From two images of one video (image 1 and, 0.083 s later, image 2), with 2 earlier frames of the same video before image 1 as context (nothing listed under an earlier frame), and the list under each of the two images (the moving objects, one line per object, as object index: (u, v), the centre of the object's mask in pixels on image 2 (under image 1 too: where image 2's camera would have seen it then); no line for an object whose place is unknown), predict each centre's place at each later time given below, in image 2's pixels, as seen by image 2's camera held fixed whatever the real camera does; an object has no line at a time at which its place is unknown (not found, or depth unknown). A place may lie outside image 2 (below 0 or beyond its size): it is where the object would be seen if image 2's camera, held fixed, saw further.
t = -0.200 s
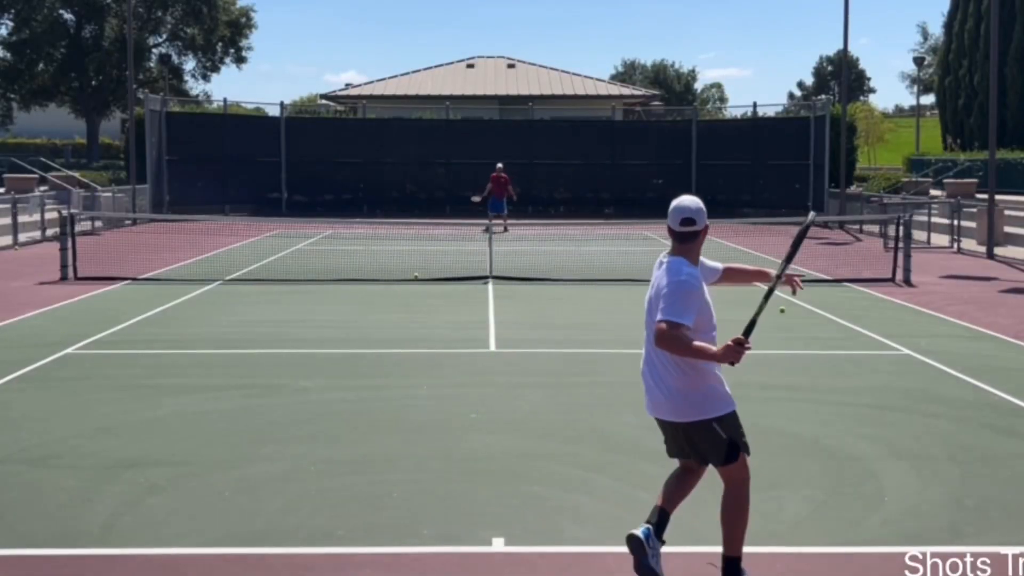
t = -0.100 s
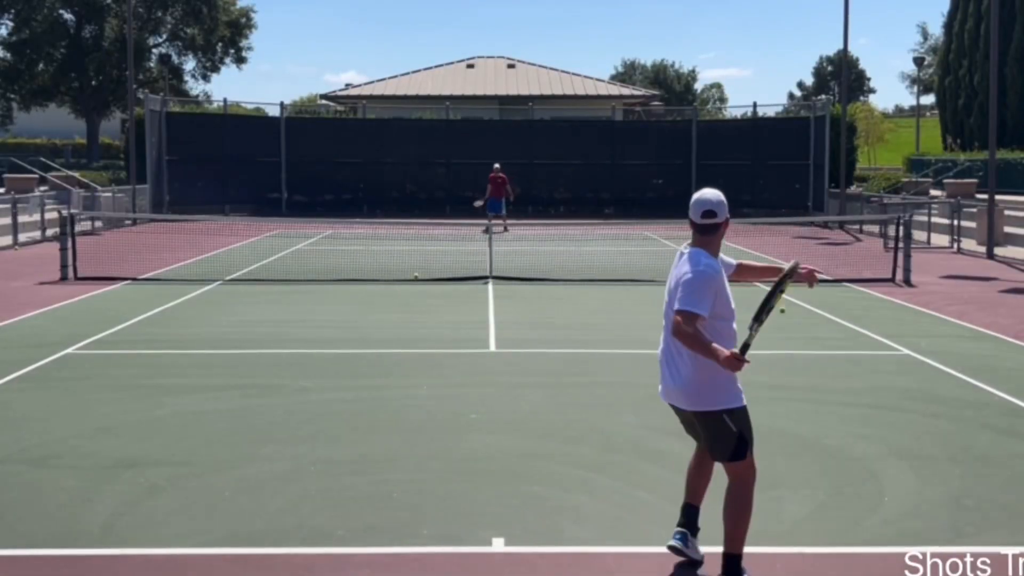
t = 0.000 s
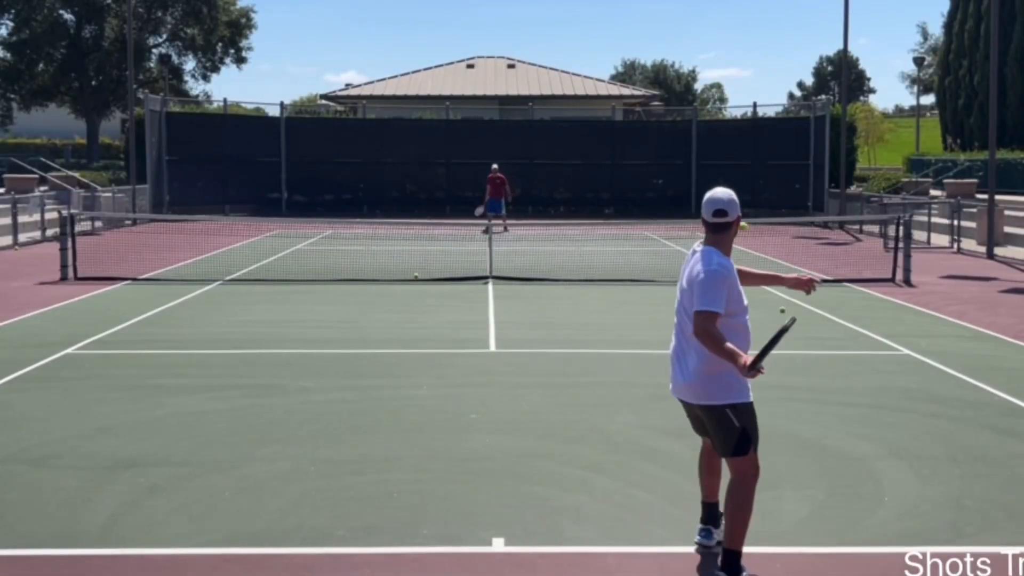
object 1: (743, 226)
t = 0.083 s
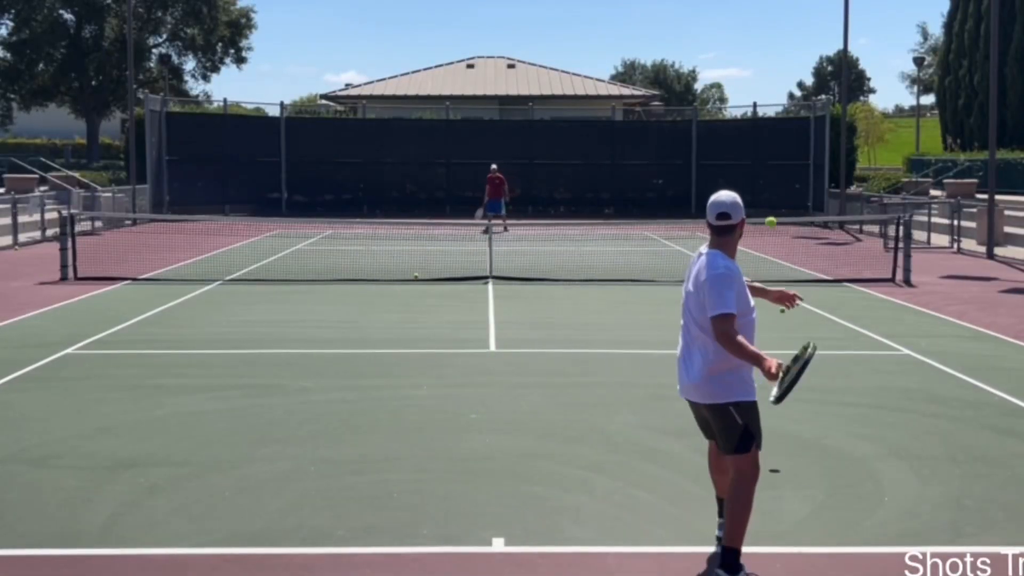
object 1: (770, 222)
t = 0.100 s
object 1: (776, 222)
